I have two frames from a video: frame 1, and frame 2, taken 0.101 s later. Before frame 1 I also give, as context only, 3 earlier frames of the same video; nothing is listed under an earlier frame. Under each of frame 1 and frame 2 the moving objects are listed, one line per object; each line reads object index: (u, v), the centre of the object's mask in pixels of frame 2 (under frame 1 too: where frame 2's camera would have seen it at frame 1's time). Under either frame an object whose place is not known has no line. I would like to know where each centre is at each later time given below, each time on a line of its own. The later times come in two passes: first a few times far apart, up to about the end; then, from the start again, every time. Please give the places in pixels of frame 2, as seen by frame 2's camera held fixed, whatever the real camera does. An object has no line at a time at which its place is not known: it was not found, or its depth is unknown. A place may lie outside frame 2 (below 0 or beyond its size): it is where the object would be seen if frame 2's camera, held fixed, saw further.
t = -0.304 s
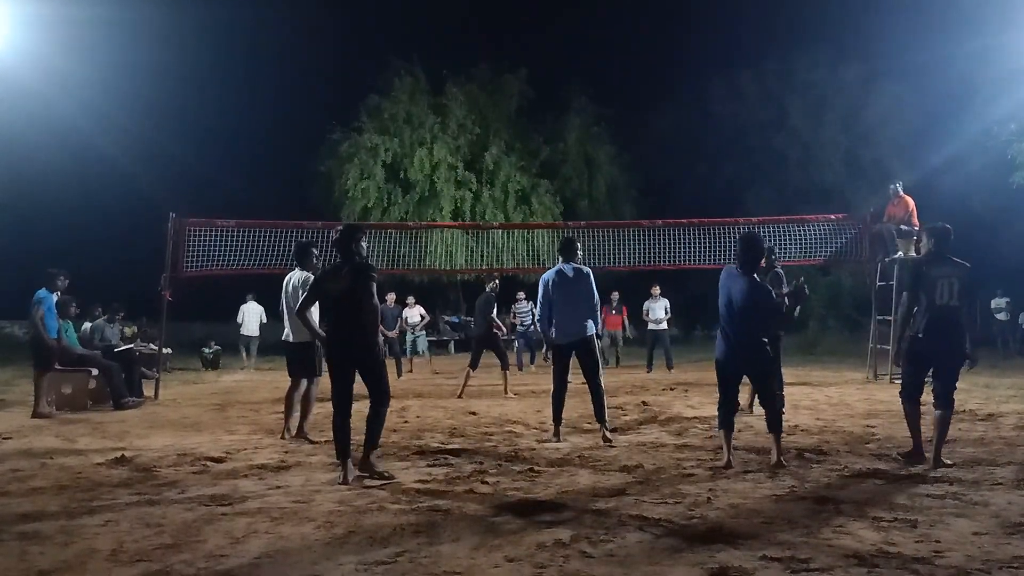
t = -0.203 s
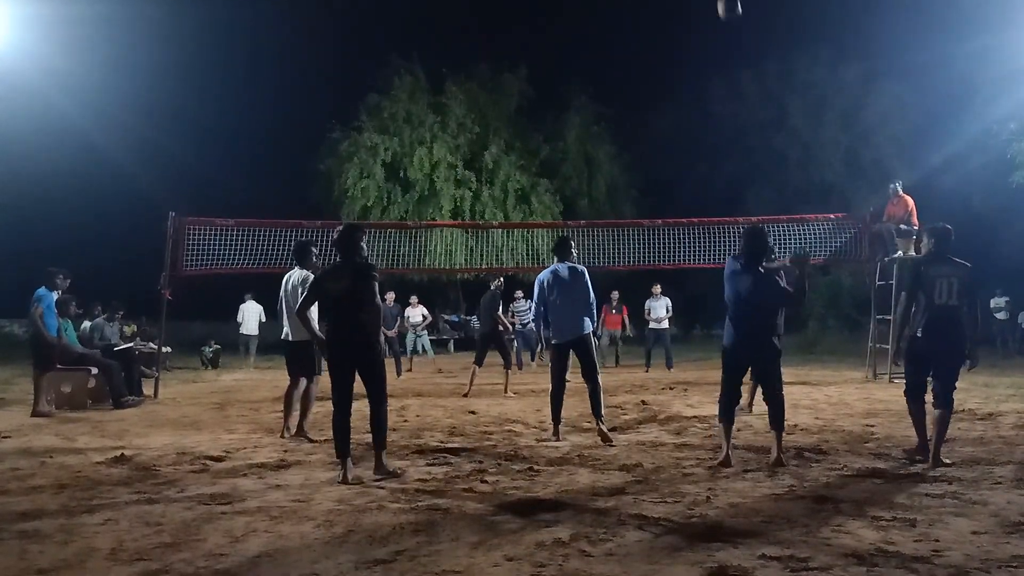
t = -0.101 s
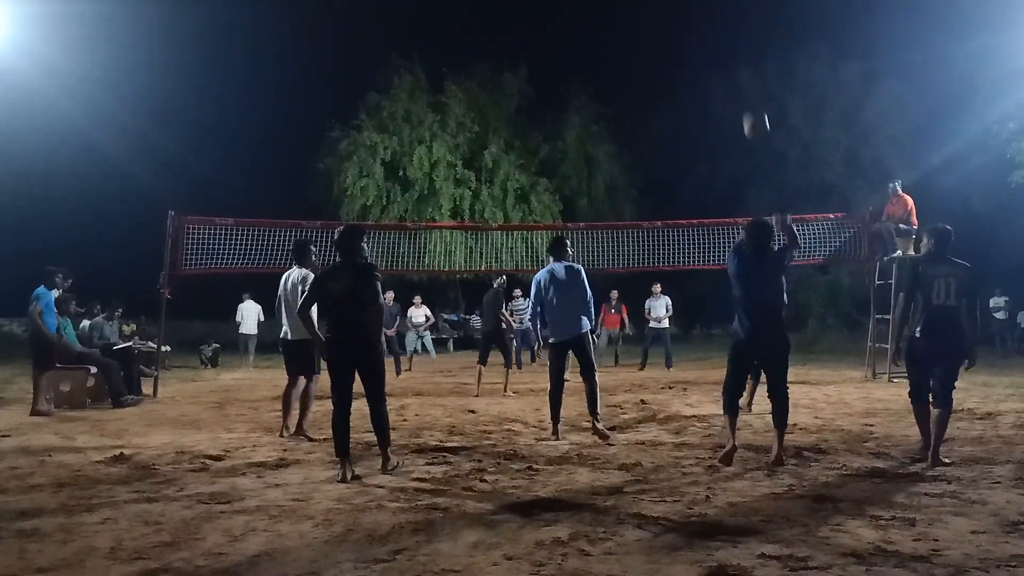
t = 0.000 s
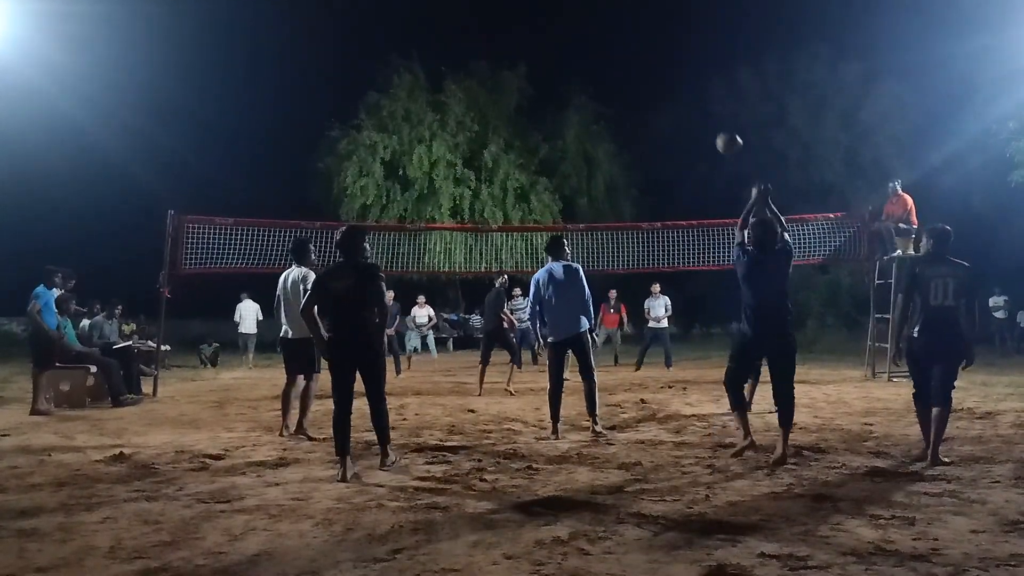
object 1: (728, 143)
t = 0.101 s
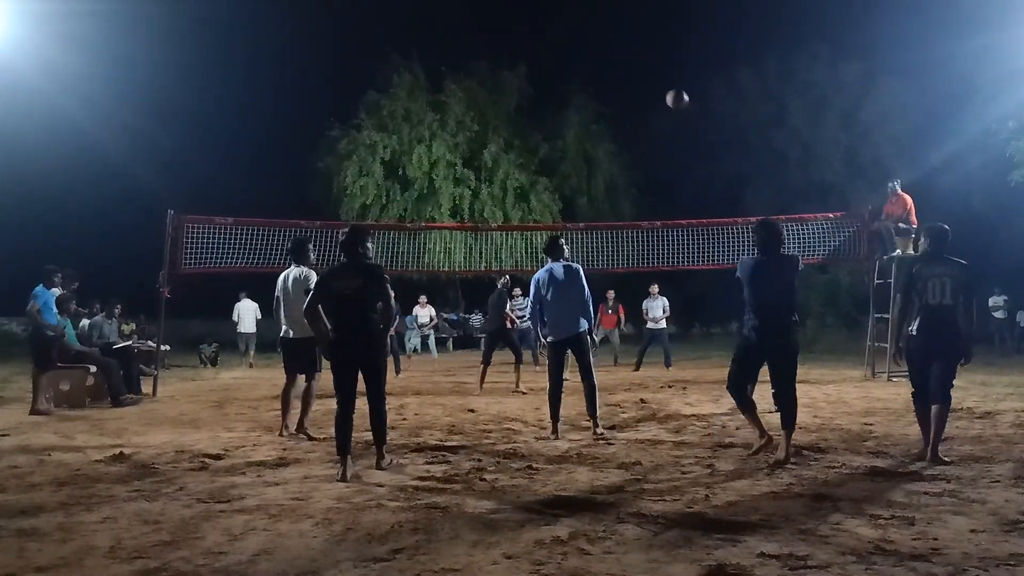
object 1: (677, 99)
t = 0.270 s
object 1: (616, 72)
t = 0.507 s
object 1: (561, 90)
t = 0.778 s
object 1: (521, 149)
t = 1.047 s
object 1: (494, 233)
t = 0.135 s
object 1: (663, 90)
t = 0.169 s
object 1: (649, 82)
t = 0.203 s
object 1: (637, 77)
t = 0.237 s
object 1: (627, 74)
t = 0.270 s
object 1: (616, 72)
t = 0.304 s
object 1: (607, 72)
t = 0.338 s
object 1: (598, 72)
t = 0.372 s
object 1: (589, 74)
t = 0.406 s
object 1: (581, 77)
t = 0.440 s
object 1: (574, 80)
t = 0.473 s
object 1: (567, 84)
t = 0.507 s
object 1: (561, 90)
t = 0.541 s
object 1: (555, 96)
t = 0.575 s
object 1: (549, 102)
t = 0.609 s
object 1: (544, 109)
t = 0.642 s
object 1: (539, 116)
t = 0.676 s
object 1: (534, 123)
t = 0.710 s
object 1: (530, 132)
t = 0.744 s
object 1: (525, 141)
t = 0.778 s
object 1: (521, 149)
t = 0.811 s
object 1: (517, 159)
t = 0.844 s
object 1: (513, 168)
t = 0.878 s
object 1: (510, 178)
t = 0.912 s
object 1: (507, 188)
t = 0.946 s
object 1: (503, 199)
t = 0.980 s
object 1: (500, 210)
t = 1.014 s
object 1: (497, 220)
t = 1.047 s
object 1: (494, 233)
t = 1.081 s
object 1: (492, 243)
